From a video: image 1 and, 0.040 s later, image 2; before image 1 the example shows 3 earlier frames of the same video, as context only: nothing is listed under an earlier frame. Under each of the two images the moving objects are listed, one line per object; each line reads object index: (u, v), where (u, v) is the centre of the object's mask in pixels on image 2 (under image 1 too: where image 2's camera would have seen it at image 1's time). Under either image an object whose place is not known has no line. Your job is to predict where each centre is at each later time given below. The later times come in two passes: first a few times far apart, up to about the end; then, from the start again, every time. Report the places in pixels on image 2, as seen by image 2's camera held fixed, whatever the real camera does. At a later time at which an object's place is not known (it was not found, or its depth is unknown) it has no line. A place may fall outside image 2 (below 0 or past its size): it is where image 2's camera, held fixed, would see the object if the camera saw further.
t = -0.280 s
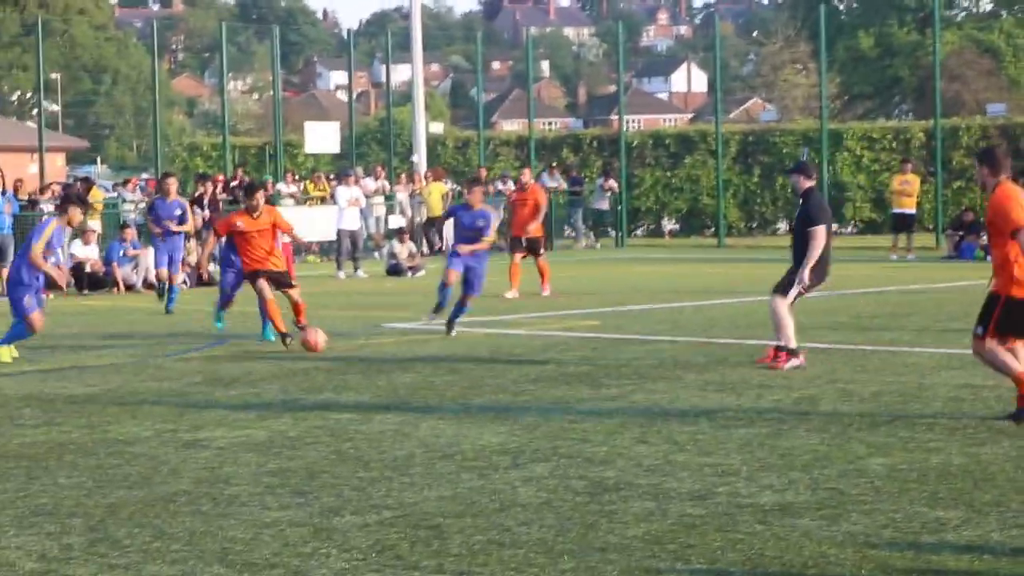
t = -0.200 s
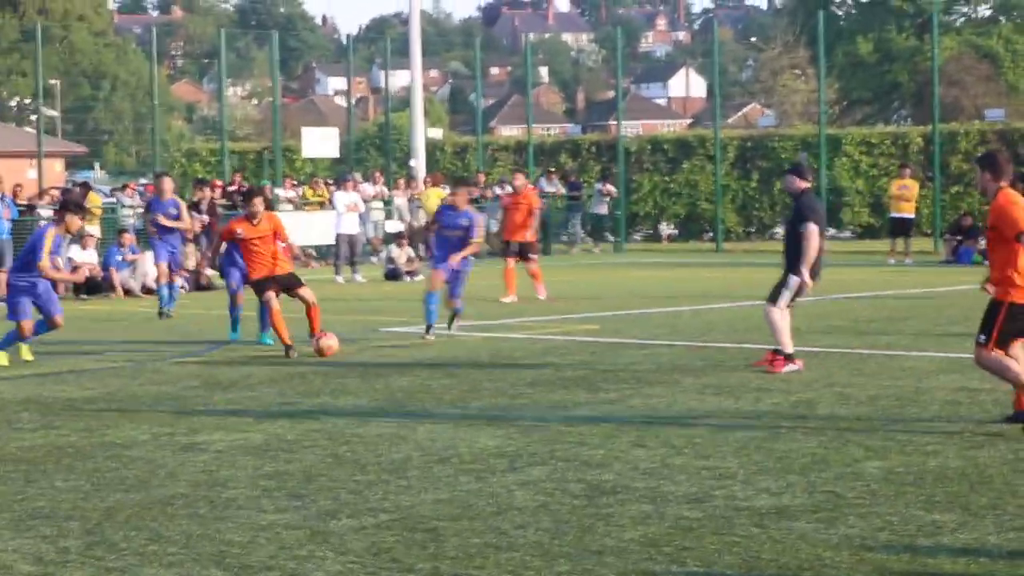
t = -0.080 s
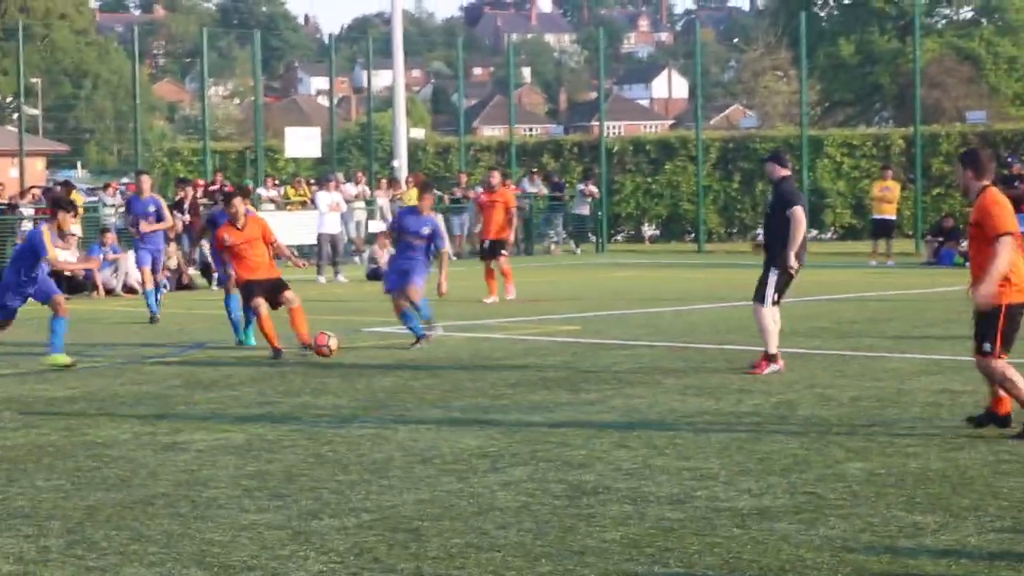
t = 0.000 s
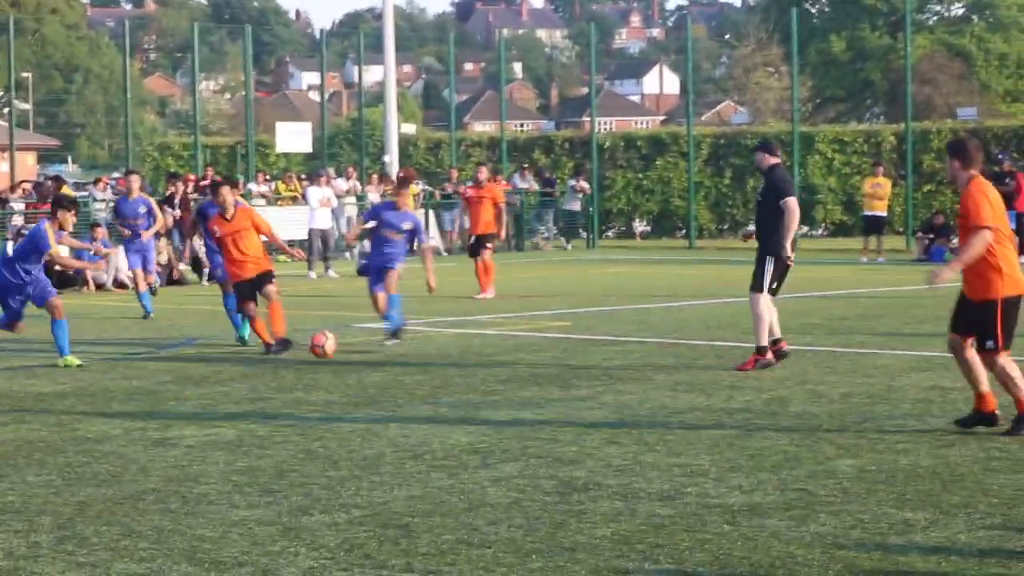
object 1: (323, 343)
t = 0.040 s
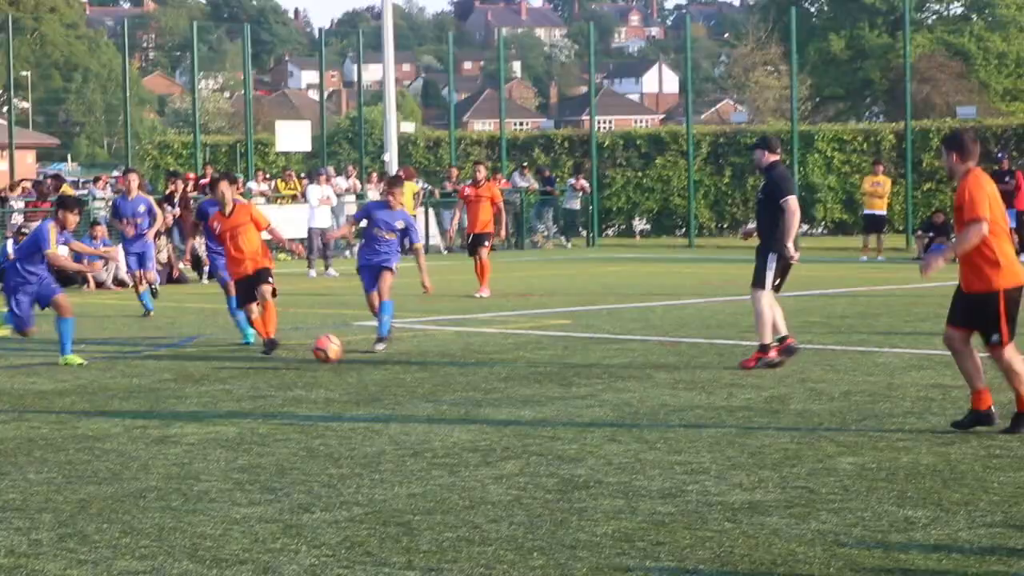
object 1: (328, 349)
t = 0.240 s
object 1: (343, 370)
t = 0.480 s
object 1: (362, 400)
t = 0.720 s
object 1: (389, 432)
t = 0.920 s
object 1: (418, 464)
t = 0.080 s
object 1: (331, 356)
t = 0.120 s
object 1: (334, 366)
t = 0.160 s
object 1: (336, 365)
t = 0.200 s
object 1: (339, 367)
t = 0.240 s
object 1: (343, 370)
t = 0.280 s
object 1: (345, 376)
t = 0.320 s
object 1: (348, 386)
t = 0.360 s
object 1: (352, 393)
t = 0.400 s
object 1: (355, 392)
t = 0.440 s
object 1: (358, 395)
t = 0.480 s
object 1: (362, 400)
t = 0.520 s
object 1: (366, 408)
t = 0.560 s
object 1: (371, 418)
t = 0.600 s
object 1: (375, 418)
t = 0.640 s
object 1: (379, 419)
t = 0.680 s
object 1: (384, 424)
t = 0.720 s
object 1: (389, 432)
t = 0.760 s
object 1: (394, 443)
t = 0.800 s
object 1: (400, 446)
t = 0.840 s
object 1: (405, 447)
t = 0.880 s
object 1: (410, 454)
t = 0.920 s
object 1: (418, 464)
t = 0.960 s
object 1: (427, 471)
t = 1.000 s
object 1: (431, 471)
